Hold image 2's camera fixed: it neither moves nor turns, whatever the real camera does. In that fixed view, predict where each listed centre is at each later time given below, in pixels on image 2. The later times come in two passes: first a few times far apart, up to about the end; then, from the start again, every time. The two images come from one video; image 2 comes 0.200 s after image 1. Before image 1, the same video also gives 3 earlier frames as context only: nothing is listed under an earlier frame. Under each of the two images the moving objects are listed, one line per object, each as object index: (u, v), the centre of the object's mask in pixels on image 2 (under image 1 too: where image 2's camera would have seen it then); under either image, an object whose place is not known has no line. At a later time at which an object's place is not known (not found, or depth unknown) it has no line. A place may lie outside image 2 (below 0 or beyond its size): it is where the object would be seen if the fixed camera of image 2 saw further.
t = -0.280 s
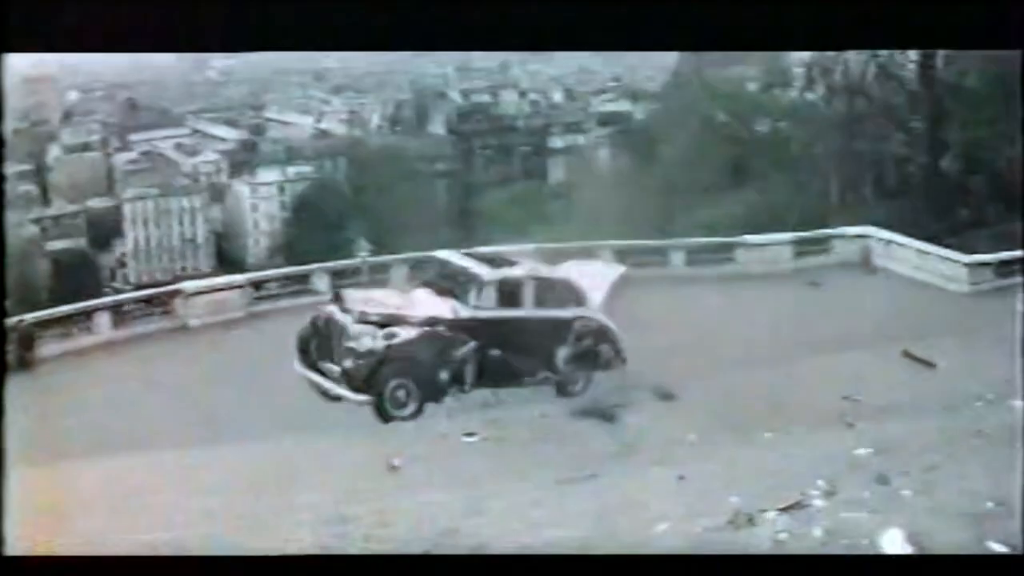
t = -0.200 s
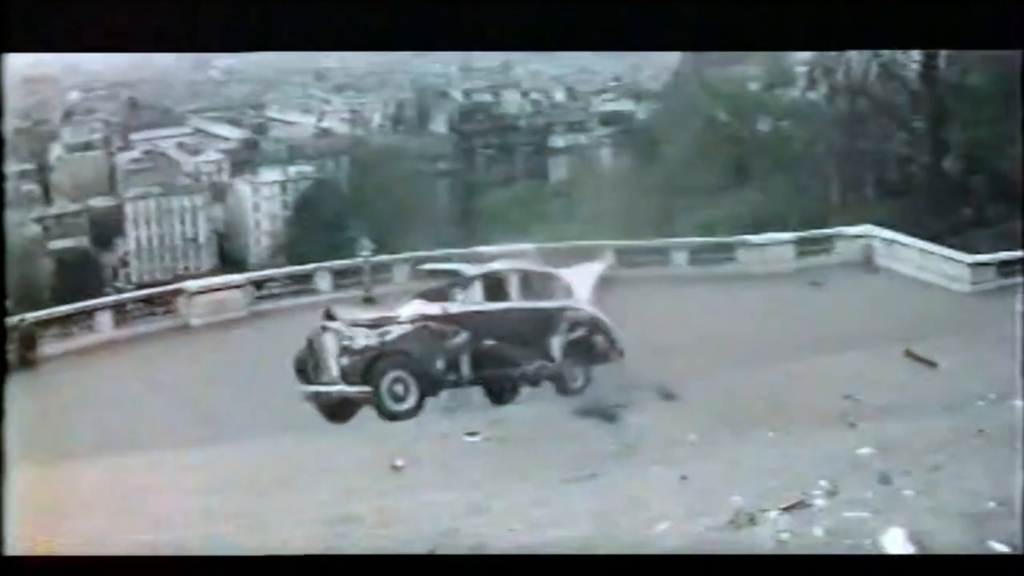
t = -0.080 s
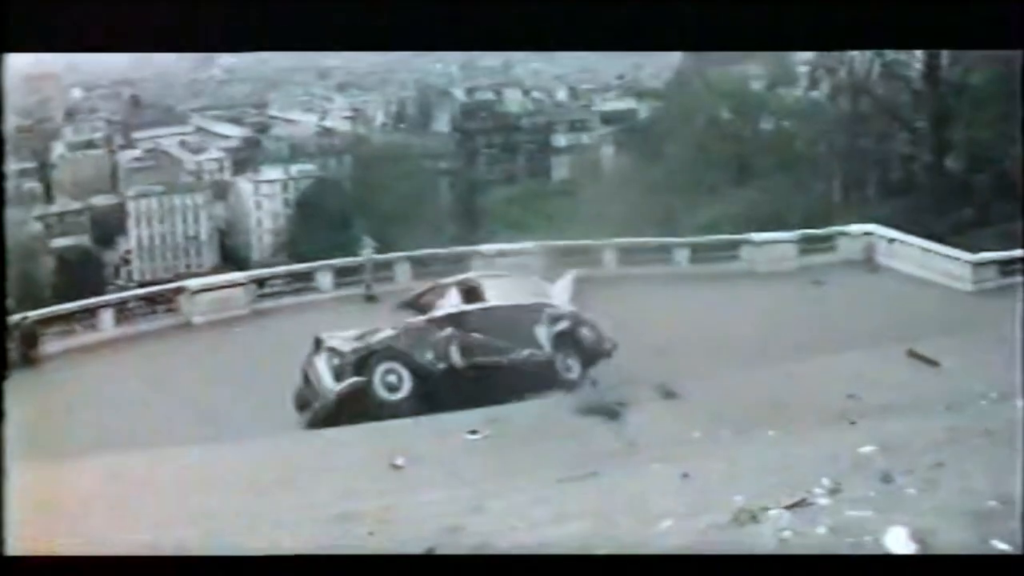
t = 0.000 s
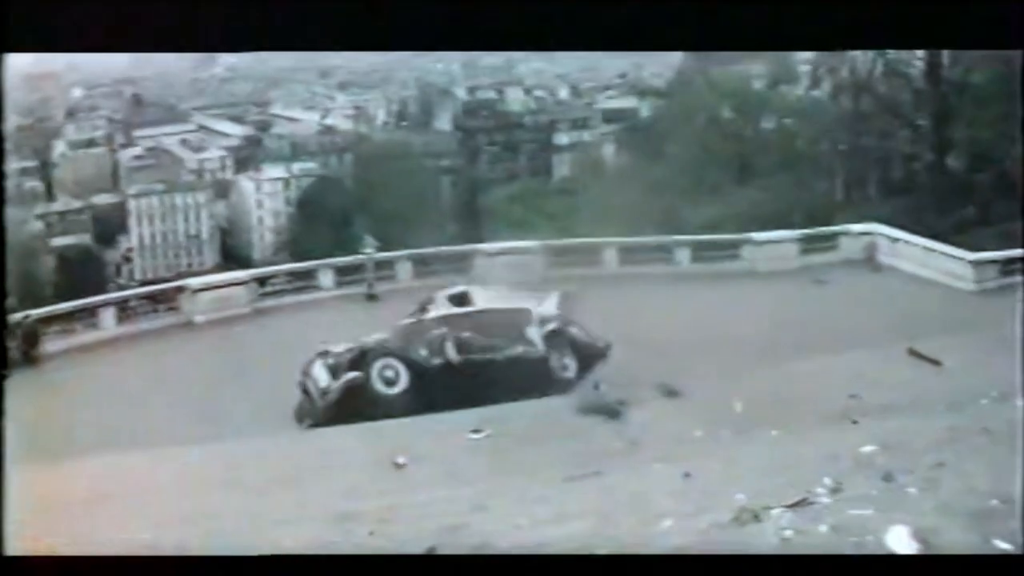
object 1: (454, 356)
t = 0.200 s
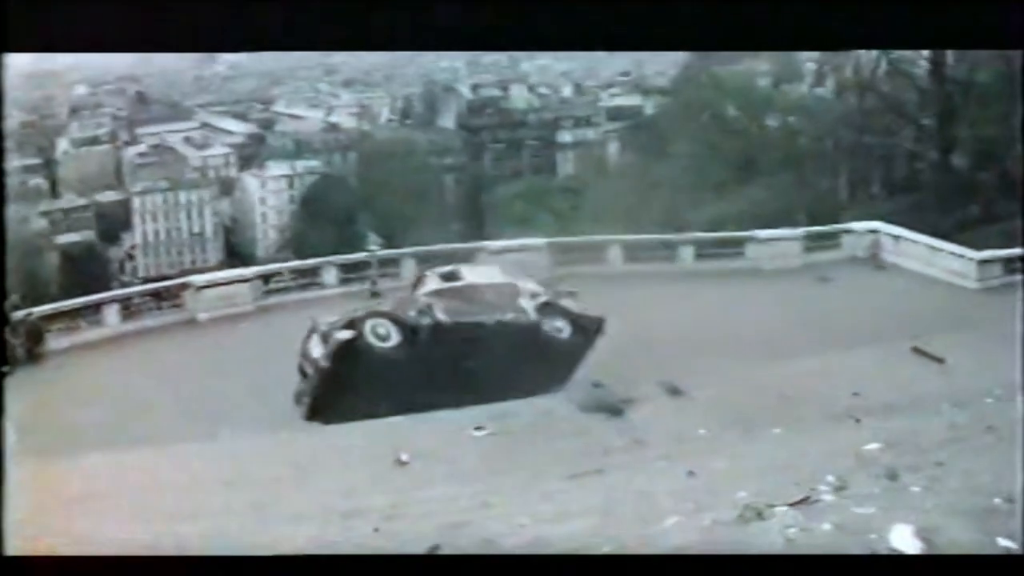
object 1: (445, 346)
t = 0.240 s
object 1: (442, 344)
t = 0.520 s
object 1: (435, 341)
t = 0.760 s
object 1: (430, 352)
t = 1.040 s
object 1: (412, 353)
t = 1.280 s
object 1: (401, 360)
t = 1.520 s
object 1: (389, 361)
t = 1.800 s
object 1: (378, 369)
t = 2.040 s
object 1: (369, 367)
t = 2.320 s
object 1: (335, 365)
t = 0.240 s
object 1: (442, 344)
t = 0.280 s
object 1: (440, 342)
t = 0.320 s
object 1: (439, 341)
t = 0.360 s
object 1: (438, 340)
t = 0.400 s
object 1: (436, 340)
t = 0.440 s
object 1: (436, 340)
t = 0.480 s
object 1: (436, 340)
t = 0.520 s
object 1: (435, 341)
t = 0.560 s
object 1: (434, 343)
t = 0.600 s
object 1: (433, 345)
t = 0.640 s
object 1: (433, 347)
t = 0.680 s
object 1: (432, 349)
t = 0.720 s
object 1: (432, 350)
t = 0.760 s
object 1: (430, 352)
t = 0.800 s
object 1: (427, 353)
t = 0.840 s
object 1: (424, 354)
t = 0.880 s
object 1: (423, 352)
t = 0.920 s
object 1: (420, 352)
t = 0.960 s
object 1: (417, 352)
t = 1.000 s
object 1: (415, 352)
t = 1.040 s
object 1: (412, 353)
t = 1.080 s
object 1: (409, 354)
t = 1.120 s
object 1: (407, 355)
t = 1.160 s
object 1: (405, 356)
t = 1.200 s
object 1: (403, 358)
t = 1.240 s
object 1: (402, 358)
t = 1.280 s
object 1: (401, 360)
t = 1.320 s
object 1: (399, 360)
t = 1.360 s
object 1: (398, 361)
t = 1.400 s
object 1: (395, 360)
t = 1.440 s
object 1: (394, 360)
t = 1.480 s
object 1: (392, 360)
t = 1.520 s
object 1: (389, 361)
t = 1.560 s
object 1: (386, 361)
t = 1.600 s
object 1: (383, 362)
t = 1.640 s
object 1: (382, 364)
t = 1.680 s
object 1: (381, 365)
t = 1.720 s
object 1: (379, 367)
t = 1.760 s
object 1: (379, 368)
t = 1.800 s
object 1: (378, 369)
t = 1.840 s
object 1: (377, 369)
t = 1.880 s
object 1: (374, 370)
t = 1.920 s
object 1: (377, 370)
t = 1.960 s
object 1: (373, 369)
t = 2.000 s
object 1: (372, 369)
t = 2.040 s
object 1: (369, 367)
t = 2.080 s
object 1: (366, 364)
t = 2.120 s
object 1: (359, 363)
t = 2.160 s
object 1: (355, 362)
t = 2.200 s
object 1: (351, 361)
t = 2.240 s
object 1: (338, 362)
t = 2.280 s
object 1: (333, 363)
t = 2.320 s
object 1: (335, 365)
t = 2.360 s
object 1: (343, 364)
